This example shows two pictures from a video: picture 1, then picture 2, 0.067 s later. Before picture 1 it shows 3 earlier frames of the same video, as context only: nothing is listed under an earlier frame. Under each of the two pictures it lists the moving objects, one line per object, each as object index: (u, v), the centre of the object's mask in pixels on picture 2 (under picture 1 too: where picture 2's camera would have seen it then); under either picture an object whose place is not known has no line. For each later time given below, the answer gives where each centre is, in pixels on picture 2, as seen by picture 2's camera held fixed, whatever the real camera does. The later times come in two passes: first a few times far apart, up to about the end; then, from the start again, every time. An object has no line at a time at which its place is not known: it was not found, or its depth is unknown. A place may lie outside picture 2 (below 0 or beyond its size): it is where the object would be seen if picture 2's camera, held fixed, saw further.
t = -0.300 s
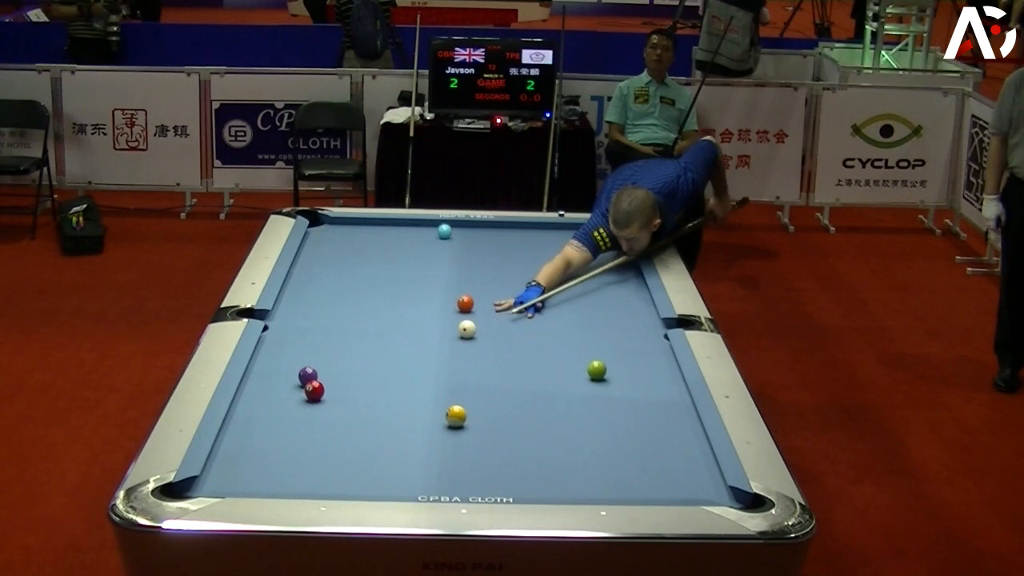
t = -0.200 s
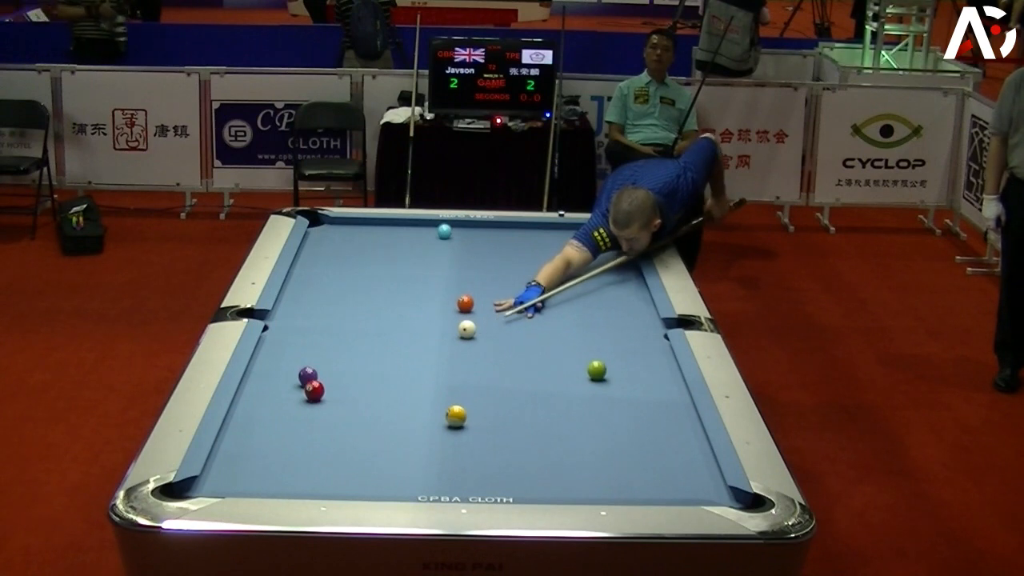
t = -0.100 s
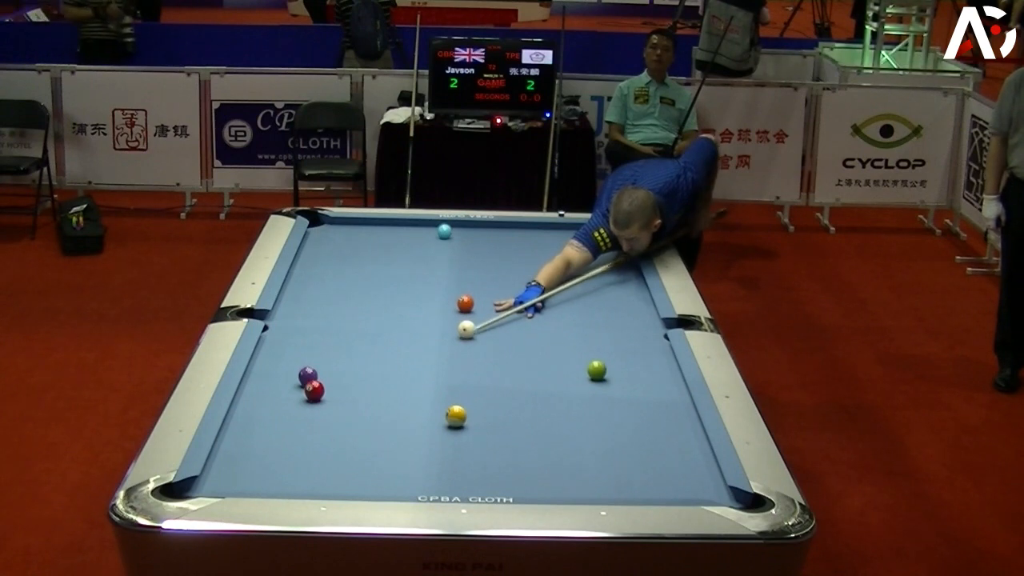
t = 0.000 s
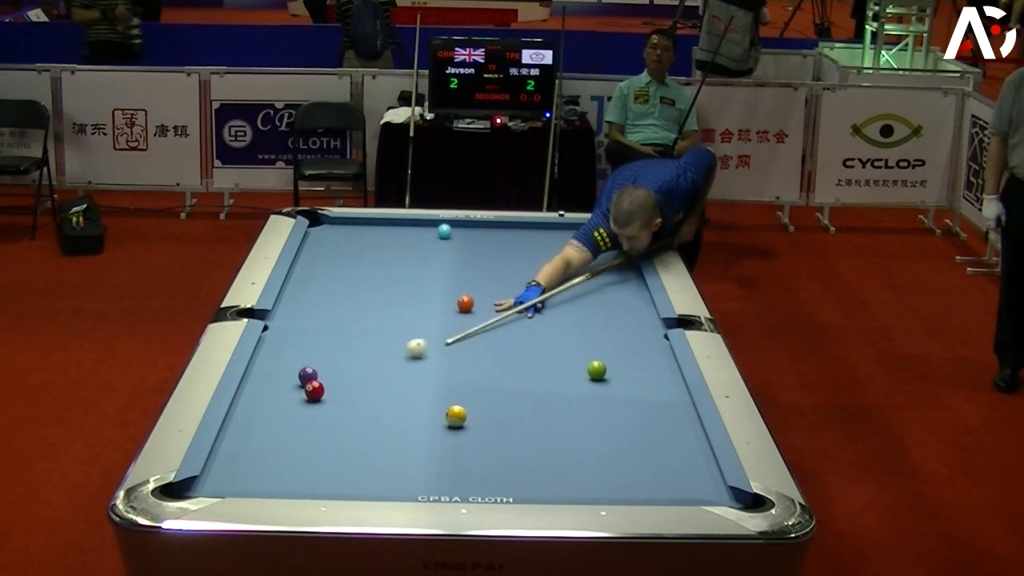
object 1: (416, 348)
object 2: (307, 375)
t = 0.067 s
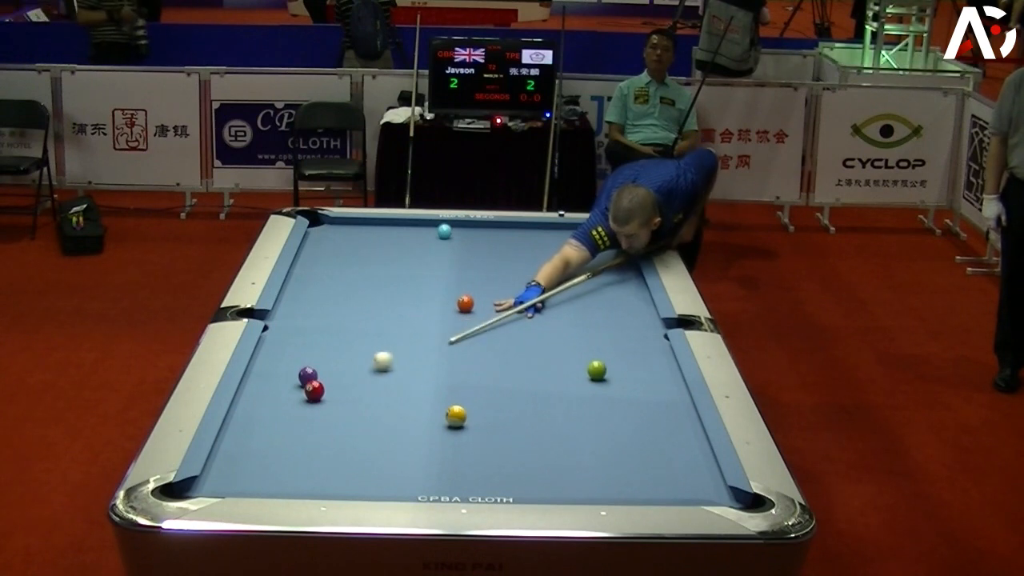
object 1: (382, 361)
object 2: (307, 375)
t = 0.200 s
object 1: (320, 382)
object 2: (305, 374)
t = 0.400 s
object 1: (301, 384)
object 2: (297, 368)
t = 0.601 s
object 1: (290, 385)
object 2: (287, 364)
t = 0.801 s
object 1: (280, 387)
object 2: (278, 358)
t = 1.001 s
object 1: (271, 387)
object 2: (269, 353)
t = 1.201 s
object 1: (264, 388)
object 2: (264, 349)
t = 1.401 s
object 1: (257, 388)
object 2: (269, 346)
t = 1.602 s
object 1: (252, 389)
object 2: (275, 344)
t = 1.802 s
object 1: (247, 389)
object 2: (279, 342)
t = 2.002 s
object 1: (247, 388)
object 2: (282, 341)
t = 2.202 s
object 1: (248, 388)
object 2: (285, 340)
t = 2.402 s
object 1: (248, 389)
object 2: (287, 339)
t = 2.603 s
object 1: (248, 389)
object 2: (289, 338)
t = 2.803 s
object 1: (248, 389)
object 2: (289, 338)
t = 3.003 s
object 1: (248, 389)
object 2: (289, 338)
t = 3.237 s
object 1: (248, 389)
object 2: (289, 338)
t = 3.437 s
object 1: (248, 389)
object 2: (289, 338)
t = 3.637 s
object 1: (248, 389)
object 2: (289, 338)
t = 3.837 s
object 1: (248, 389)
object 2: (289, 338)
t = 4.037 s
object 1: (249, 389)
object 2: (289, 338)
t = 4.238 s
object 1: (248, 389)
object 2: (289, 338)
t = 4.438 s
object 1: (248, 389)
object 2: (289, 338)
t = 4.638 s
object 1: (248, 389)
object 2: (289, 338)
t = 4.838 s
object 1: (248, 389)
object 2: (289, 338)
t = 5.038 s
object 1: (248, 389)
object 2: (289, 338)
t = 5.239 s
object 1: (248, 389)
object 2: (289, 338)
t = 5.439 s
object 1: (248, 389)
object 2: (289, 338)
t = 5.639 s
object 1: (248, 389)
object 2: (289, 338)
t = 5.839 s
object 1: (248, 389)
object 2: (289, 338)
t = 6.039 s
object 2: (289, 338)
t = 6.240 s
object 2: (289, 338)
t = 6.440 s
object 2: (289, 338)
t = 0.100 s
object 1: (365, 368)
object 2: (307, 375)
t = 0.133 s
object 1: (348, 374)
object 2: (307, 375)
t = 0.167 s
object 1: (332, 380)
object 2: (307, 375)
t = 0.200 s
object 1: (320, 382)
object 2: (305, 374)
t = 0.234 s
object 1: (314, 383)
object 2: (304, 373)
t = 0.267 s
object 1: (310, 384)
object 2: (302, 371)
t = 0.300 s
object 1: (307, 384)
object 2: (301, 370)
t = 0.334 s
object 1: (305, 384)
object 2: (300, 369)
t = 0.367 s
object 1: (303, 385)
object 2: (298, 369)
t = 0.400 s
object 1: (301, 384)
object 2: (297, 368)
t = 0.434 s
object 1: (299, 385)
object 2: (295, 367)
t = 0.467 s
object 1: (297, 385)
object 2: (293, 367)
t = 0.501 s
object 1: (295, 385)
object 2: (292, 366)
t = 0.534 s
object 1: (294, 385)
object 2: (290, 365)
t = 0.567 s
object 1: (292, 385)
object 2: (289, 365)
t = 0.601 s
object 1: (290, 385)
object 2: (287, 364)
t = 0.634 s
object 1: (288, 386)
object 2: (285, 363)
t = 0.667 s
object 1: (287, 386)
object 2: (284, 362)
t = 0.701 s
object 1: (285, 386)
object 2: (282, 361)
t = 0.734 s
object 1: (283, 386)
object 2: (281, 360)
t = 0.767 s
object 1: (282, 386)
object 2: (279, 359)
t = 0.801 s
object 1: (280, 387)
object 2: (278, 358)
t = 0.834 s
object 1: (278, 387)
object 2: (276, 358)
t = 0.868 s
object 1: (277, 387)
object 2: (275, 356)
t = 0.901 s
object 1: (275, 387)
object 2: (274, 356)
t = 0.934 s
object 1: (274, 387)
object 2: (272, 355)
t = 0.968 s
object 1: (273, 387)
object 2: (271, 354)
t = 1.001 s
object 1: (271, 387)
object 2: (269, 353)
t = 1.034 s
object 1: (270, 387)
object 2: (268, 352)
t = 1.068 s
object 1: (268, 387)
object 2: (267, 352)
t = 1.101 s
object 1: (267, 388)
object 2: (265, 351)
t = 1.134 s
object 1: (266, 388)
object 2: (264, 350)
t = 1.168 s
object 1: (265, 388)
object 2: (263, 349)
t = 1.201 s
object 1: (264, 388)
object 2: (264, 349)
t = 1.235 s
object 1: (262, 388)
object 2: (265, 349)
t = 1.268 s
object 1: (261, 388)
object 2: (266, 348)
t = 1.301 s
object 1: (260, 388)
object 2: (267, 348)
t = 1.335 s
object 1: (259, 388)
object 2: (268, 347)
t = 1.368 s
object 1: (258, 388)
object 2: (269, 347)
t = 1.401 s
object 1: (257, 388)
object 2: (269, 346)
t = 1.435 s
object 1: (256, 388)
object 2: (270, 346)
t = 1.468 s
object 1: (255, 388)
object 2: (271, 346)
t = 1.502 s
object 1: (254, 388)
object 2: (272, 345)
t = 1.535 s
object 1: (253, 388)
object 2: (273, 345)
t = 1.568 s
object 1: (253, 388)
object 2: (274, 345)
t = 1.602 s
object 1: (252, 389)
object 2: (275, 344)
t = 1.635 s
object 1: (251, 389)
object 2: (275, 344)
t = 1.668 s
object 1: (250, 389)
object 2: (276, 344)
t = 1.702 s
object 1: (249, 389)
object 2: (277, 343)
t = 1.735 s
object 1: (249, 388)
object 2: (278, 343)
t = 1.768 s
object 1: (248, 389)
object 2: (278, 343)
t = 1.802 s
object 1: (247, 389)
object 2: (279, 342)
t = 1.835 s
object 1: (247, 389)
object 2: (280, 342)
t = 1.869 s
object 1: (247, 389)
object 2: (280, 342)
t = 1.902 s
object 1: (247, 389)
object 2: (281, 342)
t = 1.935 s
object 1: (247, 389)
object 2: (281, 341)
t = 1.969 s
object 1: (247, 389)
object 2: (282, 341)
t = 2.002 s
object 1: (247, 388)
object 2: (282, 341)
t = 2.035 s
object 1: (248, 389)
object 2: (283, 341)
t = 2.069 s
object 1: (248, 388)
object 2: (284, 341)
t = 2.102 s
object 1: (248, 389)
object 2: (284, 340)
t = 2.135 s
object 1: (248, 388)
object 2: (284, 340)
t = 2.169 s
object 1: (248, 388)
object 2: (285, 340)
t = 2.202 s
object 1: (248, 388)
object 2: (285, 340)
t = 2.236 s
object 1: (248, 388)
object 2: (286, 340)
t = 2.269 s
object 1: (248, 389)
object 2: (286, 339)
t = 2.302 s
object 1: (248, 389)
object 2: (287, 339)
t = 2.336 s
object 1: (248, 389)
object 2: (287, 339)
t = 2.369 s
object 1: (248, 389)
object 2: (287, 339)
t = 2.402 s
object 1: (248, 389)
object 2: (287, 339)
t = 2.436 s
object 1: (248, 388)
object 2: (288, 339)
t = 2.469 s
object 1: (248, 389)
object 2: (288, 339)
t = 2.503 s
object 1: (248, 389)
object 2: (288, 339)
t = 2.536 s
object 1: (248, 389)
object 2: (288, 338)
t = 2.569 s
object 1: (248, 389)
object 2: (288, 338)
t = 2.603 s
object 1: (248, 389)
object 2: (289, 338)
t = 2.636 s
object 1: (248, 389)
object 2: (289, 338)
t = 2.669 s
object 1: (248, 389)
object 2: (289, 338)
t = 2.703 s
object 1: (248, 389)
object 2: (289, 338)
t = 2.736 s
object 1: (248, 389)
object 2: (289, 338)
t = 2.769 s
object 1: (248, 389)
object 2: (289, 338)
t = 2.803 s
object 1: (248, 389)
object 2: (289, 338)
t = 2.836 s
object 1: (248, 389)
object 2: (289, 338)
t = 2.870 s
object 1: (248, 389)
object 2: (289, 338)
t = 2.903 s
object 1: (248, 389)
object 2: (289, 338)
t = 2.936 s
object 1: (249, 389)
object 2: (289, 338)
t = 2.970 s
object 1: (248, 389)
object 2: (289, 338)
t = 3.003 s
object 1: (248, 389)
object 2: (289, 338)
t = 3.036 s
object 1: (248, 389)
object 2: (289, 338)
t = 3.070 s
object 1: (248, 389)
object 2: (289, 338)
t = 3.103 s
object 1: (248, 389)
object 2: (289, 338)
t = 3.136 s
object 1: (248, 389)
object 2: (289, 338)
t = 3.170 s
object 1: (248, 389)
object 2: (289, 338)
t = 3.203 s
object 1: (248, 389)
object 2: (289, 338)
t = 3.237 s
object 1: (248, 389)
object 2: (289, 338)
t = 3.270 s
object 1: (248, 389)
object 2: (289, 338)
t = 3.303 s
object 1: (248, 389)
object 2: (289, 338)
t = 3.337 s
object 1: (248, 389)
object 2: (289, 338)
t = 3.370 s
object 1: (248, 389)
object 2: (289, 338)
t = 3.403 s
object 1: (248, 389)
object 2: (289, 338)
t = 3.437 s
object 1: (248, 389)
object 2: (289, 338)
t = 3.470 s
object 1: (248, 389)
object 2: (289, 338)
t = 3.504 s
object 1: (248, 389)
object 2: (289, 338)
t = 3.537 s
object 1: (248, 389)
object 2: (289, 338)
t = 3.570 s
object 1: (248, 389)
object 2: (289, 338)
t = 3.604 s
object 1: (248, 389)
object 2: (289, 338)
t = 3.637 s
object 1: (248, 389)
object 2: (289, 338)
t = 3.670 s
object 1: (248, 389)
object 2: (289, 338)
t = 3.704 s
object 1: (248, 389)
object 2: (289, 338)
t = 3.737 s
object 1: (248, 389)
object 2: (289, 338)
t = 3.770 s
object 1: (248, 389)
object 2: (289, 338)
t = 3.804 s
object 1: (248, 389)
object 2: (289, 338)
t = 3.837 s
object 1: (248, 389)
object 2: (289, 338)
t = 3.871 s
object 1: (248, 389)
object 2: (289, 338)
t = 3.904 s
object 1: (248, 389)
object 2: (289, 338)
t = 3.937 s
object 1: (248, 389)
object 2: (289, 338)
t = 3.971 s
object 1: (249, 389)
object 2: (289, 338)
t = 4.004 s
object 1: (249, 389)
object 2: (289, 338)
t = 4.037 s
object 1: (249, 389)
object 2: (289, 338)
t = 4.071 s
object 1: (248, 389)
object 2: (289, 338)
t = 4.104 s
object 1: (248, 389)
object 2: (289, 338)
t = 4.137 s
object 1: (248, 389)
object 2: (289, 338)
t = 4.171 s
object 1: (248, 389)
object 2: (289, 338)
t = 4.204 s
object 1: (248, 389)
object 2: (289, 338)
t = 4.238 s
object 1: (248, 389)
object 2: (289, 338)
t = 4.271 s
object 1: (248, 389)
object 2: (289, 338)
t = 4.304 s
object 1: (248, 389)
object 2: (289, 338)
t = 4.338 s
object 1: (249, 389)
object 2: (289, 338)
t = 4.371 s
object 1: (248, 389)
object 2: (289, 338)
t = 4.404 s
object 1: (248, 389)
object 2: (289, 338)
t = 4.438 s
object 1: (248, 389)
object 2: (289, 338)
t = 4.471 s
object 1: (248, 389)
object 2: (289, 338)
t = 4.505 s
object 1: (248, 389)
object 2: (289, 338)
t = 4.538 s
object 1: (248, 389)
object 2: (289, 338)
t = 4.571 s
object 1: (248, 389)
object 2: (289, 338)
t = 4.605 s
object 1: (248, 389)
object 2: (289, 338)
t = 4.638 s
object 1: (248, 389)
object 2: (289, 338)
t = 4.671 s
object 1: (248, 389)
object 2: (289, 338)
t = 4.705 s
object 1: (248, 389)
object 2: (289, 338)
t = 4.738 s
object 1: (248, 389)
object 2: (289, 338)
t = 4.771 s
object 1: (248, 389)
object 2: (289, 338)
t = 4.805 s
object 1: (248, 389)
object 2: (289, 338)
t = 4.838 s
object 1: (248, 389)
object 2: (289, 338)
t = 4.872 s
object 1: (248, 389)
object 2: (289, 338)
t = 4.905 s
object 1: (248, 389)
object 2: (289, 338)
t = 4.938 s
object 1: (248, 389)
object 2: (289, 338)
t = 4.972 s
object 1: (248, 389)
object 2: (289, 338)
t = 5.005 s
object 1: (248, 389)
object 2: (289, 338)
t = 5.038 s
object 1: (248, 389)
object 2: (289, 338)
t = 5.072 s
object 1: (248, 389)
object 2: (289, 338)
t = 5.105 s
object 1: (248, 389)
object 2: (289, 338)
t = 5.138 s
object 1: (248, 389)
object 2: (289, 338)
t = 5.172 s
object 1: (248, 389)
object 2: (289, 338)
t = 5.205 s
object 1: (248, 389)
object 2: (289, 338)
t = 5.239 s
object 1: (248, 389)
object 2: (289, 338)
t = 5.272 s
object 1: (248, 389)
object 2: (289, 338)
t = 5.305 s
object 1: (248, 389)
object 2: (289, 338)
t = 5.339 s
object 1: (248, 389)
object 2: (289, 338)
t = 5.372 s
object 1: (248, 389)
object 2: (289, 338)
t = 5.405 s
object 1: (248, 389)
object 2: (289, 338)
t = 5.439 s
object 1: (248, 389)
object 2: (289, 338)
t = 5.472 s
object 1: (248, 389)
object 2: (289, 338)
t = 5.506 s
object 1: (248, 389)
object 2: (289, 338)
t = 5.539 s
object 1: (248, 389)
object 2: (289, 338)
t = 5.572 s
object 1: (248, 389)
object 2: (289, 338)
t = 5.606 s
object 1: (248, 389)
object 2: (289, 338)
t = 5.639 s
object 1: (248, 389)
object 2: (289, 338)
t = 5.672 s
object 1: (248, 389)
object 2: (289, 338)
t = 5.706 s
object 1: (248, 389)
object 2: (289, 338)
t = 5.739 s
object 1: (248, 389)
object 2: (289, 338)
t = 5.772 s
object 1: (248, 389)
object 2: (289, 338)
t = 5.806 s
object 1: (248, 389)
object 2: (289, 338)
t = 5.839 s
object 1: (248, 389)
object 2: (289, 338)
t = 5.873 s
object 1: (248, 389)
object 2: (289, 338)
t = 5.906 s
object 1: (248, 389)
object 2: (289, 338)
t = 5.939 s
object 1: (248, 389)
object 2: (289, 338)
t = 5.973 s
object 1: (248, 389)
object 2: (289, 338)
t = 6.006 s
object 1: (248, 389)
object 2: (289, 338)
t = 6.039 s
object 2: (289, 338)
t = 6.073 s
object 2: (289, 338)
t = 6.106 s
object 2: (289, 338)
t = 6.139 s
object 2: (289, 338)
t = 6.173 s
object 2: (289, 338)
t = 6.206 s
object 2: (289, 338)
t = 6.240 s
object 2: (289, 338)
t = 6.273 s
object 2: (289, 338)
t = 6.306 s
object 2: (289, 338)
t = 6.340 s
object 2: (289, 338)
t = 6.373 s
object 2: (289, 338)
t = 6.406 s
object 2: (289, 338)
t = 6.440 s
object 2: (289, 338)
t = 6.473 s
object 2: (289, 338)
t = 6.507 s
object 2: (289, 338)
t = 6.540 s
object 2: (289, 338)
